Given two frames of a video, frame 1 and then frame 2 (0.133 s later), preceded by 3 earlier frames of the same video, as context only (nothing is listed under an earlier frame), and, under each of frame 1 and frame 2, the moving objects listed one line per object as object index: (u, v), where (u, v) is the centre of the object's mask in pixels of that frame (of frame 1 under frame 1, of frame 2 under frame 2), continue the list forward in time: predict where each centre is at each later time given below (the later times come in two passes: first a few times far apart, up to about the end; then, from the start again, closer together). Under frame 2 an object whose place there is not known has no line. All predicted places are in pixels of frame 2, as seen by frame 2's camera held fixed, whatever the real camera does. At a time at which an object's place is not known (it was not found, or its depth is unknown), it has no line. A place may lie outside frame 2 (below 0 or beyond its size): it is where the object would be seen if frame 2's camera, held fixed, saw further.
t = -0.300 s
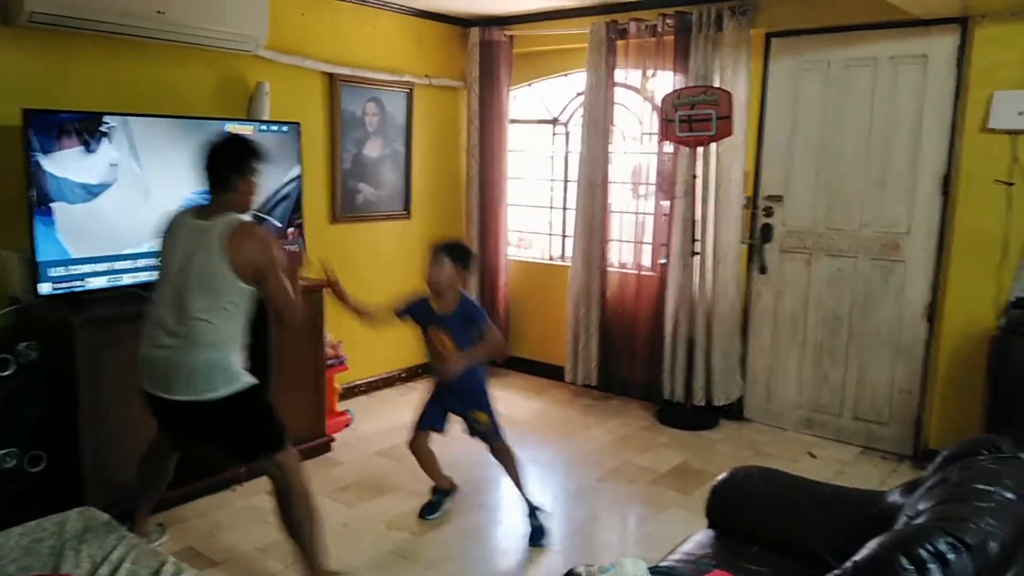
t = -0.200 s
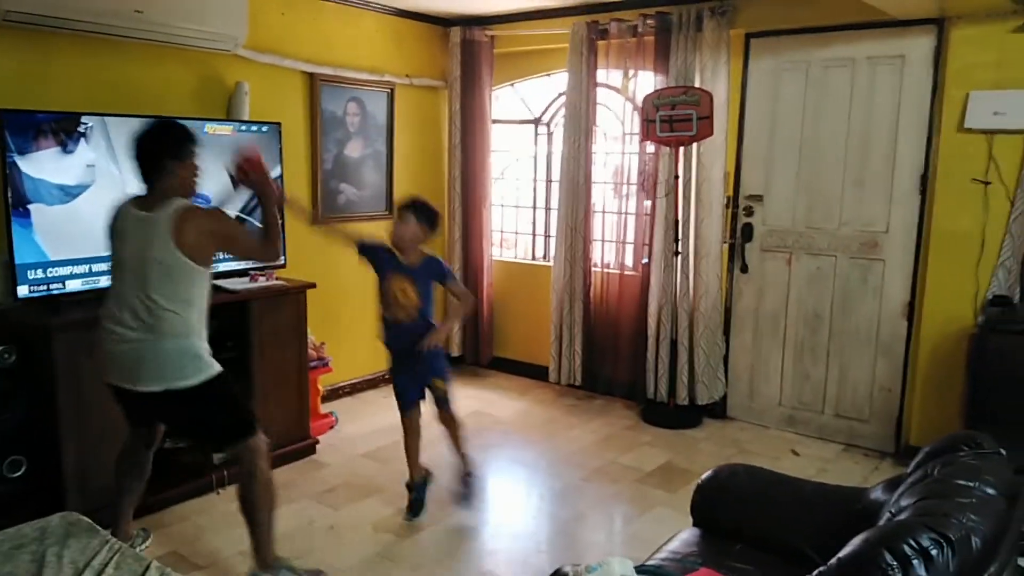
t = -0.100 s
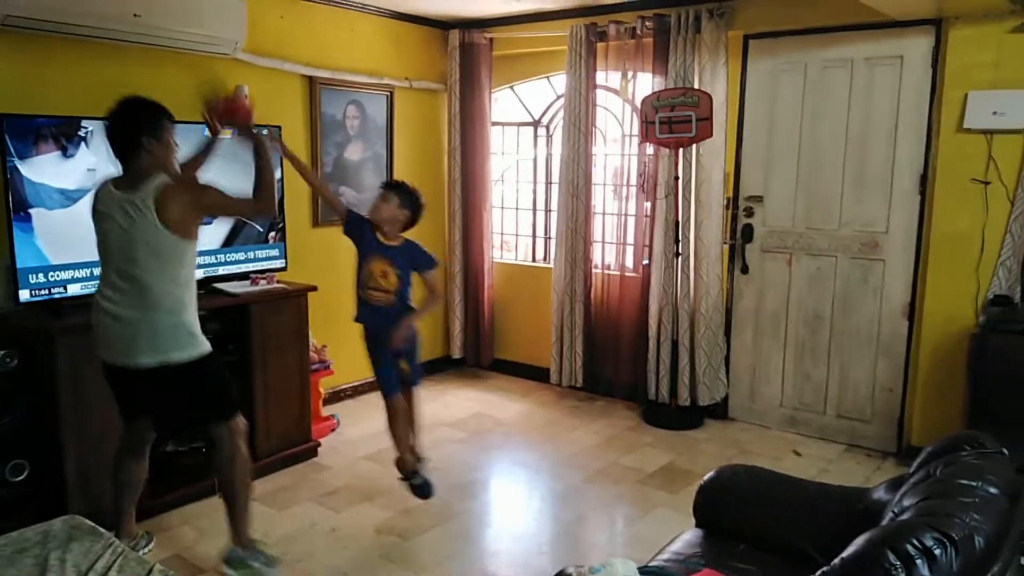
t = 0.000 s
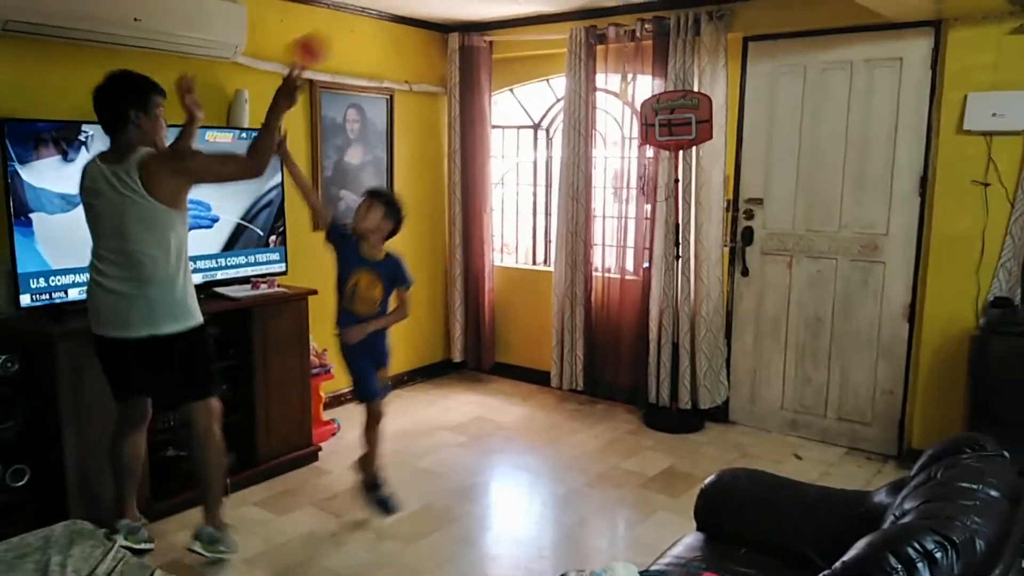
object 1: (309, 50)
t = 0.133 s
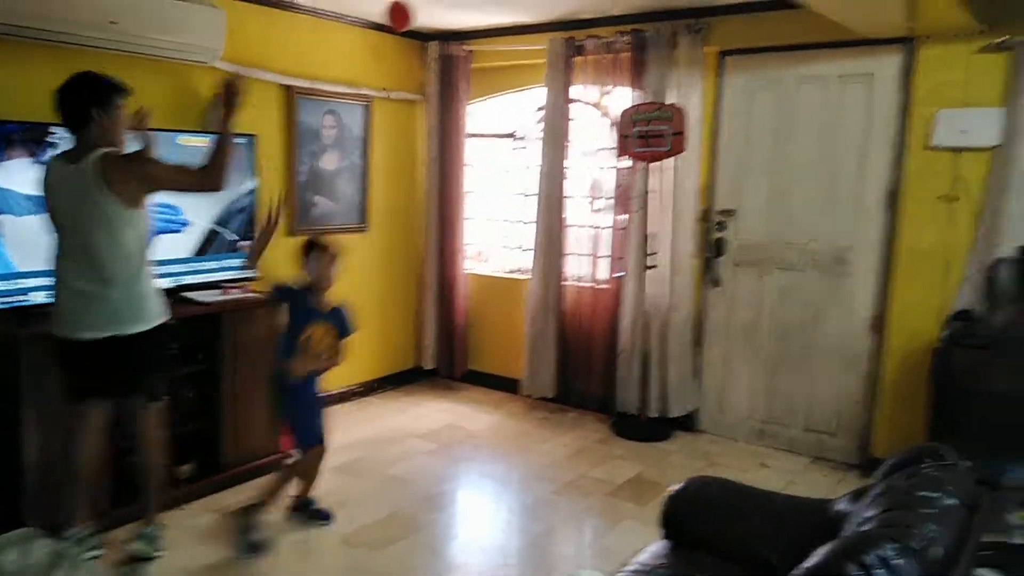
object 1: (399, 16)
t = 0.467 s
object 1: (599, 99)
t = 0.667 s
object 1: (665, 182)
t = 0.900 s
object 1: (709, 261)
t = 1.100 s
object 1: (742, 416)
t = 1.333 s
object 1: (755, 344)
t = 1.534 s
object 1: (757, 289)
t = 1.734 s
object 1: (754, 314)
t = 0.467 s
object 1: (599, 99)
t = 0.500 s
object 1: (616, 126)
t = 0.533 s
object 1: (626, 140)
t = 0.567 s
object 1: (636, 158)
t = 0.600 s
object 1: (648, 171)
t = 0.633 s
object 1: (656, 179)
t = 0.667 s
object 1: (665, 182)
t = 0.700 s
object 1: (671, 187)
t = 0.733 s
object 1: (678, 194)
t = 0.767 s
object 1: (684, 203)
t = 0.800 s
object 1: (691, 214)
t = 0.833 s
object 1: (697, 227)
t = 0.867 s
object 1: (703, 244)
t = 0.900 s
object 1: (709, 261)
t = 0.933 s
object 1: (715, 282)
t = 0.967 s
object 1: (721, 303)
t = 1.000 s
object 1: (726, 328)
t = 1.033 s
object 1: (731, 357)
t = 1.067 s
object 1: (736, 386)
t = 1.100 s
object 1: (742, 416)
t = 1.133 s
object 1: (748, 449)
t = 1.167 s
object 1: (750, 443)
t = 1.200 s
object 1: (751, 420)
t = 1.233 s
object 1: (752, 398)
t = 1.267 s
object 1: (753, 378)
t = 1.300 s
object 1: (754, 361)
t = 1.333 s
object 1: (755, 344)
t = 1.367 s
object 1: (755, 330)
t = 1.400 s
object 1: (756, 318)
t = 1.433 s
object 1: (756, 307)
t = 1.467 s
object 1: (756, 299)
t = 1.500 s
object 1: (757, 293)
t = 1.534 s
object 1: (757, 289)
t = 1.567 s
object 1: (757, 288)
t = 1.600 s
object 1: (757, 289)
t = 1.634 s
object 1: (756, 292)
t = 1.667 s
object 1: (756, 297)
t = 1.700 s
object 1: (755, 304)
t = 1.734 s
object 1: (754, 314)
